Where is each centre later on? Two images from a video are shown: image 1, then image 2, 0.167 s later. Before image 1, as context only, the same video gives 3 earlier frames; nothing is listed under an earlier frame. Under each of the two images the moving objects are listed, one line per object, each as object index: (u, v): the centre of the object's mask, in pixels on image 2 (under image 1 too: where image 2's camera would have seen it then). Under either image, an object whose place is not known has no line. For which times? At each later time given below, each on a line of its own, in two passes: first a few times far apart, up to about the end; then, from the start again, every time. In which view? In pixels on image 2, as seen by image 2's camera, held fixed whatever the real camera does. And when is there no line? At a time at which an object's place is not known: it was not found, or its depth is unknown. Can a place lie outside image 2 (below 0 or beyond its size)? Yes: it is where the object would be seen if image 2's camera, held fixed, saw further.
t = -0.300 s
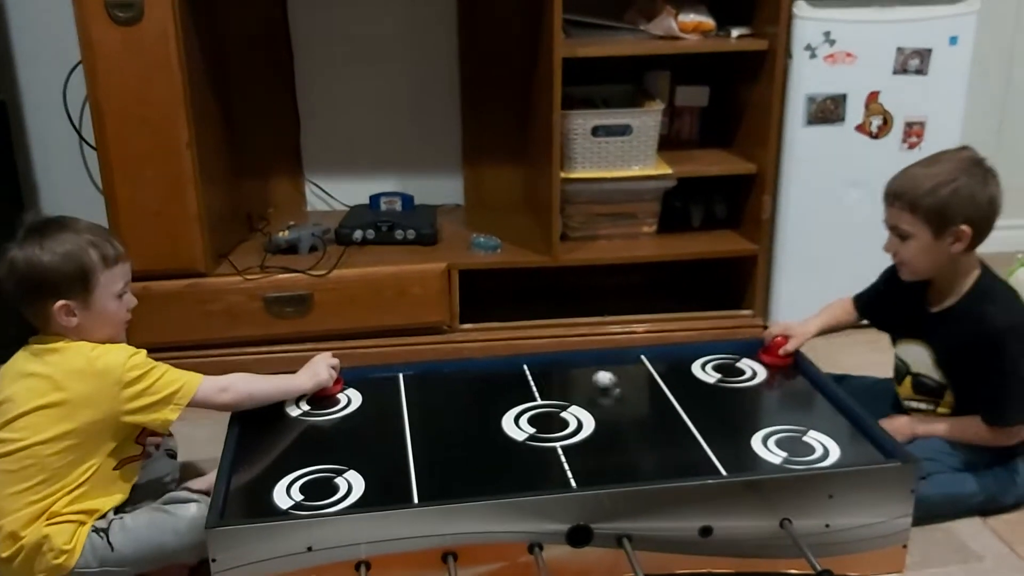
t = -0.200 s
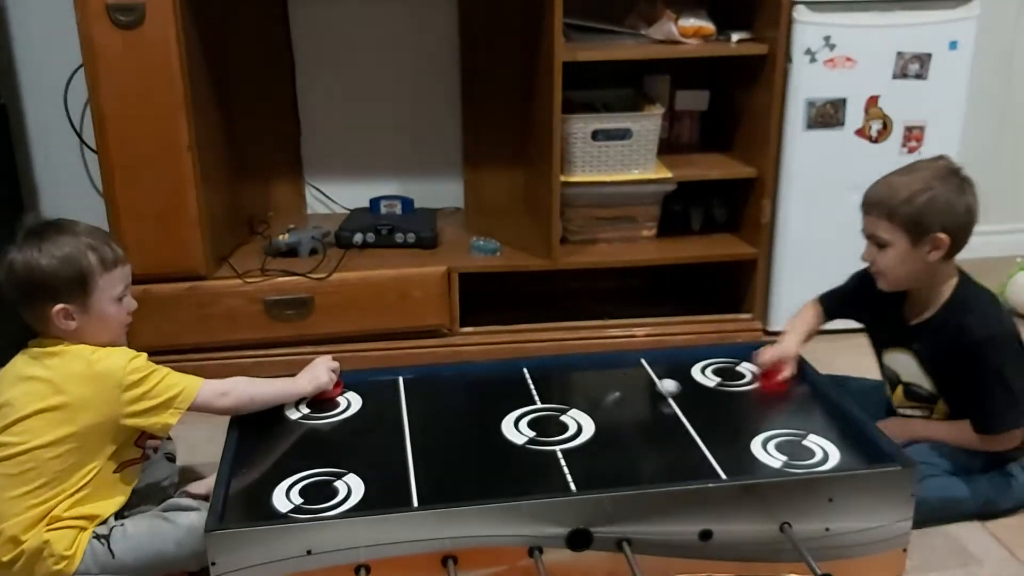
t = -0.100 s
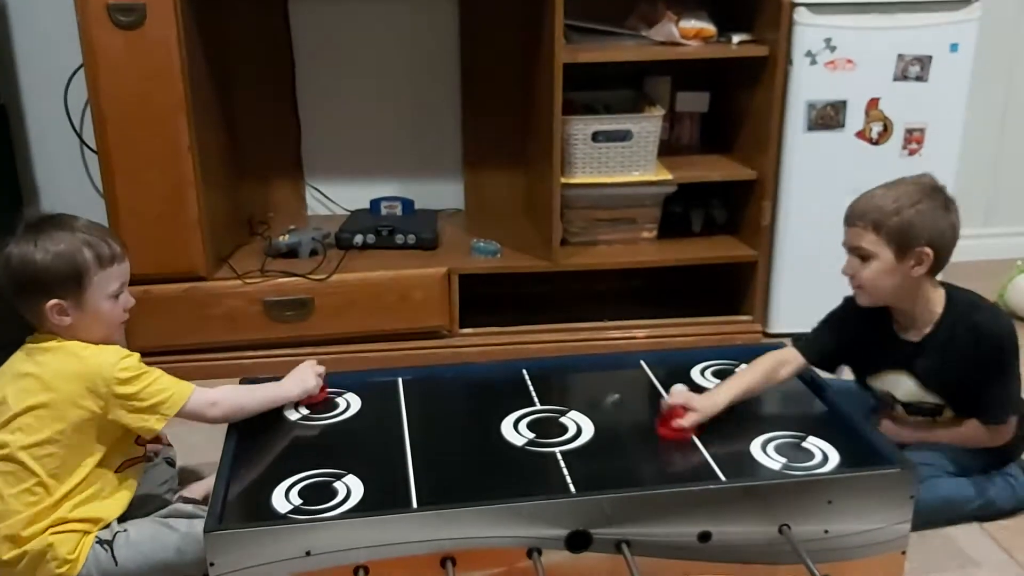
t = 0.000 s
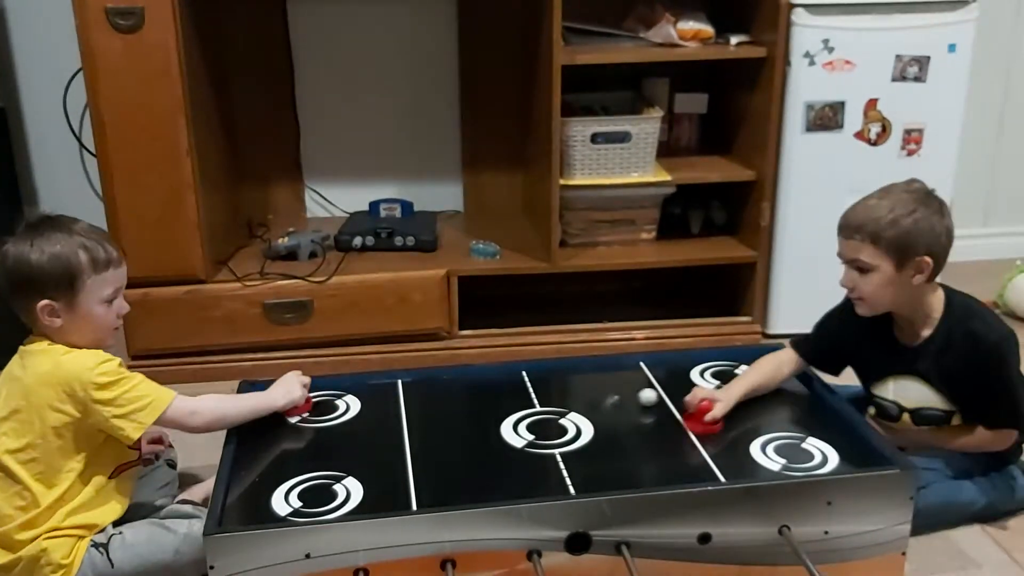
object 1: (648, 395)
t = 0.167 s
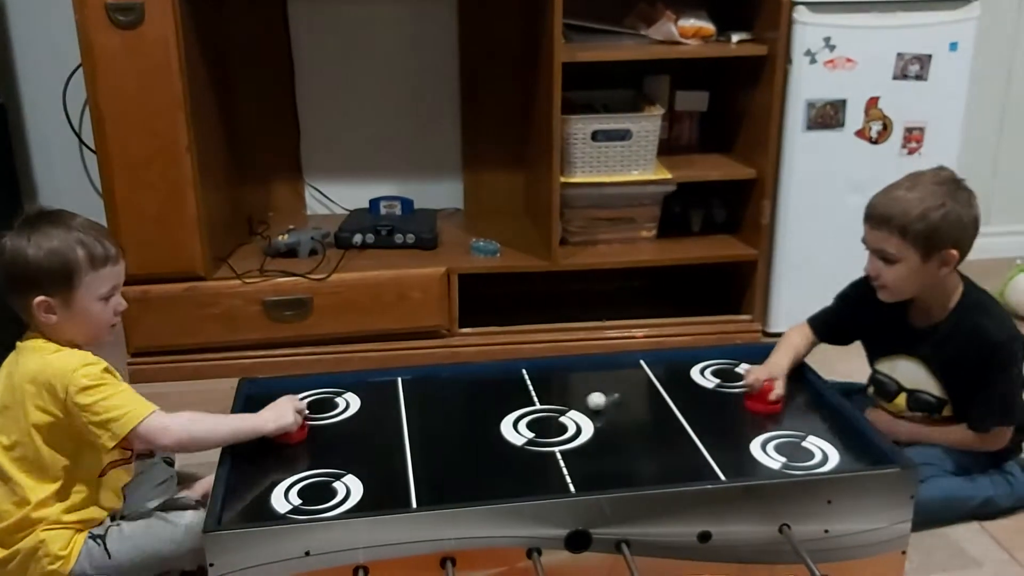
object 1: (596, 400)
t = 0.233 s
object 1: (576, 403)
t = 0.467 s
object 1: (505, 413)
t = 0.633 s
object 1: (455, 418)
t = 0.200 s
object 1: (586, 402)
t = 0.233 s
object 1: (576, 403)
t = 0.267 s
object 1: (566, 404)
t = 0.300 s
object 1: (556, 406)
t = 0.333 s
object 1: (546, 407)
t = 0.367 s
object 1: (536, 408)
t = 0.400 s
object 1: (525, 410)
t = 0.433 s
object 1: (515, 411)
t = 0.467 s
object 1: (505, 413)
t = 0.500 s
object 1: (495, 414)
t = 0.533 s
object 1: (485, 415)
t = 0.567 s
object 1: (475, 416)
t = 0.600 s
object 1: (465, 417)
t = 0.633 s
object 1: (455, 418)
